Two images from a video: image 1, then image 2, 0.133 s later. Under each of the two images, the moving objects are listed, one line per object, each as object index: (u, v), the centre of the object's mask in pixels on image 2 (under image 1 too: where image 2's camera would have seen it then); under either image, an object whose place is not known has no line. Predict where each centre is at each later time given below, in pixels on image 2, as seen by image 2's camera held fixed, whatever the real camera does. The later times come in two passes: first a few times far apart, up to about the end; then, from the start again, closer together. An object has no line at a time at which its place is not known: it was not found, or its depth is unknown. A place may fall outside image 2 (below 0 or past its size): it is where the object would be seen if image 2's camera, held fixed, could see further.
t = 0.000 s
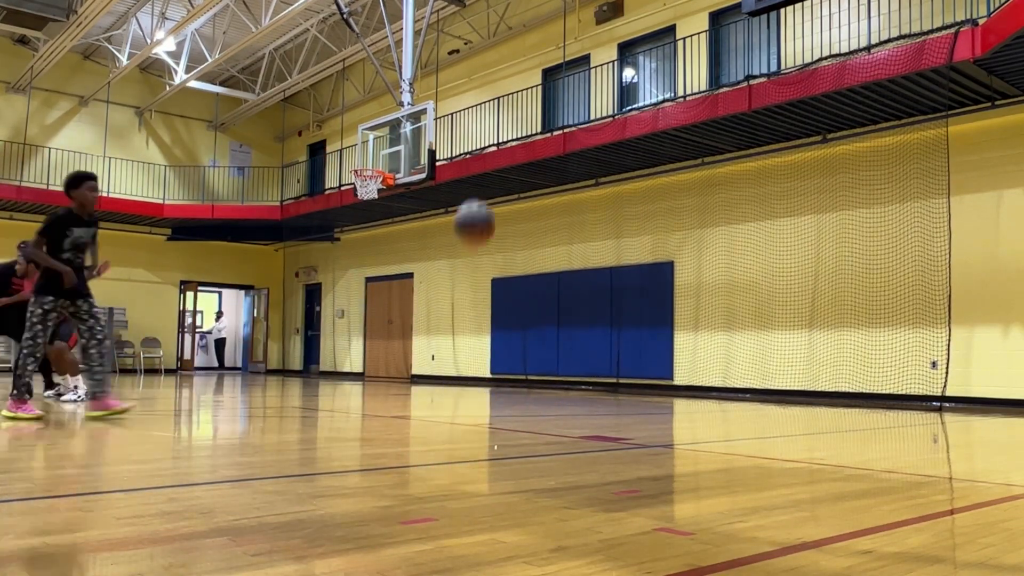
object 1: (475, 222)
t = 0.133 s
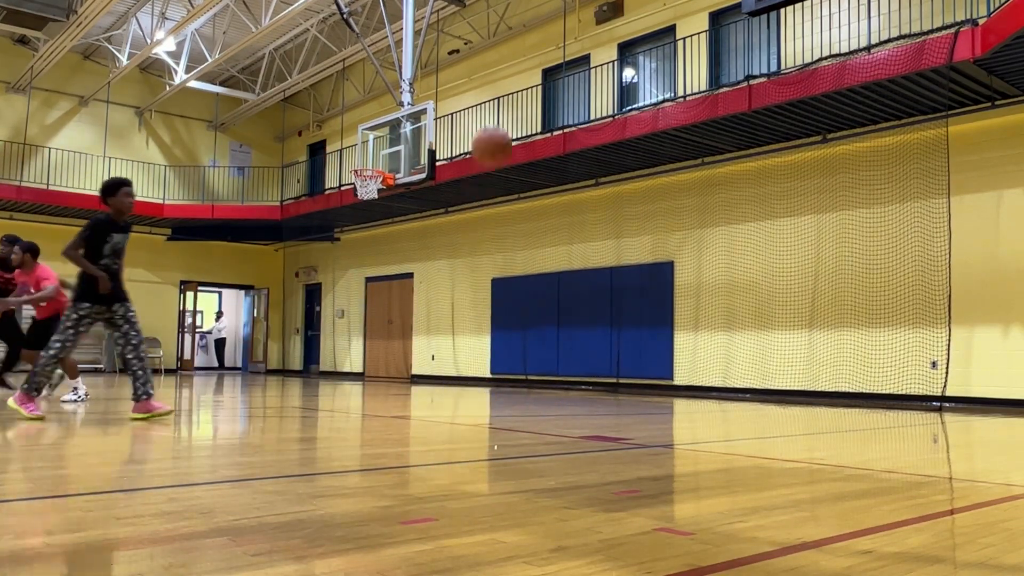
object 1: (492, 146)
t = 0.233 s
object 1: (503, 107)
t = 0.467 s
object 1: (528, 84)
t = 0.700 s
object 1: (550, 143)
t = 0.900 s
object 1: (567, 253)
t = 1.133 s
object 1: (587, 382)
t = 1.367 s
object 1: (614, 267)
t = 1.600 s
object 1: (640, 236)
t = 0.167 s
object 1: (496, 130)
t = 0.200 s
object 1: (499, 117)
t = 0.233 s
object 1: (503, 107)
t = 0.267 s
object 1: (507, 98)
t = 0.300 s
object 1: (510, 92)
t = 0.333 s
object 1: (514, 87)
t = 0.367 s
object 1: (517, 84)
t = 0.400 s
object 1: (521, 82)
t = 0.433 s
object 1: (524, 82)
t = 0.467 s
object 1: (528, 84)
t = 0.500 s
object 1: (531, 87)
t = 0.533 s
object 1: (535, 93)
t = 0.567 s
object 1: (538, 99)
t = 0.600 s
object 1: (541, 108)
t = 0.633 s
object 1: (544, 117)
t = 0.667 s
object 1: (547, 129)
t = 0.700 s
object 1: (550, 143)
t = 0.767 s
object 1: (555, 173)
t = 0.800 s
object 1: (559, 191)
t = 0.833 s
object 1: (561, 210)
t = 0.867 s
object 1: (564, 230)
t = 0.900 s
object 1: (567, 253)
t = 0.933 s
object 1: (570, 280)
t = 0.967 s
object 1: (572, 304)
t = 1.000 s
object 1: (574, 330)
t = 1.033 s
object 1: (577, 358)
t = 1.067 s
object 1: (579, 389)
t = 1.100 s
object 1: (582, 408)
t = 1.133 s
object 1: (587, 382)
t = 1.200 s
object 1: (595, 341)
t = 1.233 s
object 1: (598, 322)
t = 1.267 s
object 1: (602, 305)
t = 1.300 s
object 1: (606, 291)
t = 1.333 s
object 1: (610, 279)
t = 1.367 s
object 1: (614, 267)
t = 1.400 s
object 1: (618, 257)
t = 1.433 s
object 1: (622, 249)
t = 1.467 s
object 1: (625, 244)
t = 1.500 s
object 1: (629, 239)
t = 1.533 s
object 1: (633, 236)
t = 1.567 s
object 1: (636, 235)
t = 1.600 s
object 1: (640, 236)
